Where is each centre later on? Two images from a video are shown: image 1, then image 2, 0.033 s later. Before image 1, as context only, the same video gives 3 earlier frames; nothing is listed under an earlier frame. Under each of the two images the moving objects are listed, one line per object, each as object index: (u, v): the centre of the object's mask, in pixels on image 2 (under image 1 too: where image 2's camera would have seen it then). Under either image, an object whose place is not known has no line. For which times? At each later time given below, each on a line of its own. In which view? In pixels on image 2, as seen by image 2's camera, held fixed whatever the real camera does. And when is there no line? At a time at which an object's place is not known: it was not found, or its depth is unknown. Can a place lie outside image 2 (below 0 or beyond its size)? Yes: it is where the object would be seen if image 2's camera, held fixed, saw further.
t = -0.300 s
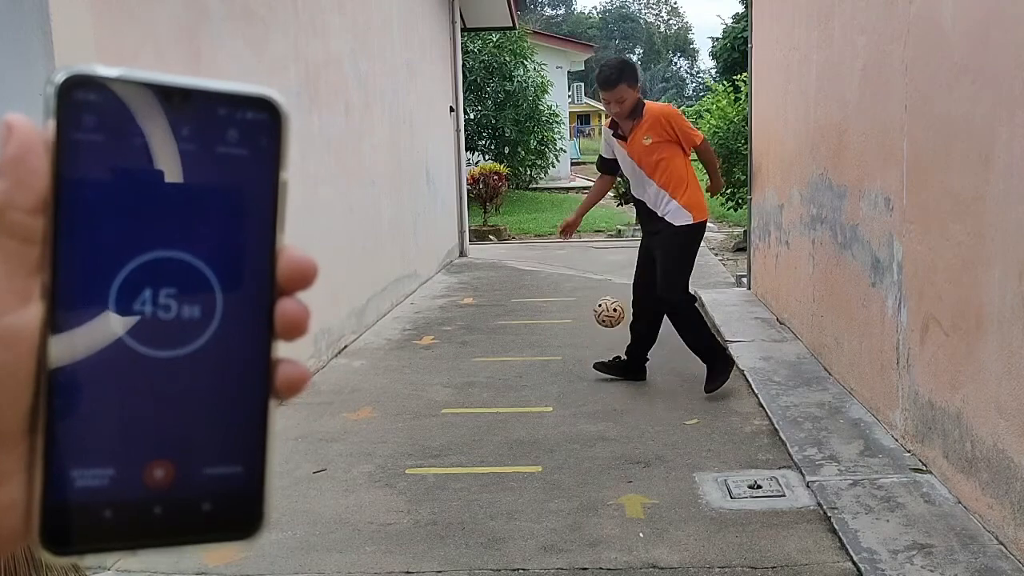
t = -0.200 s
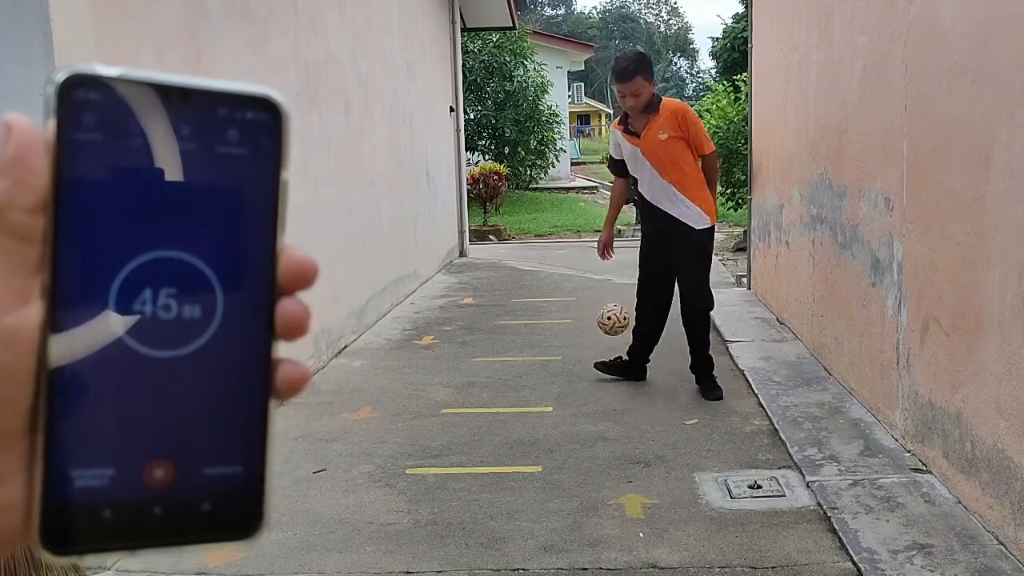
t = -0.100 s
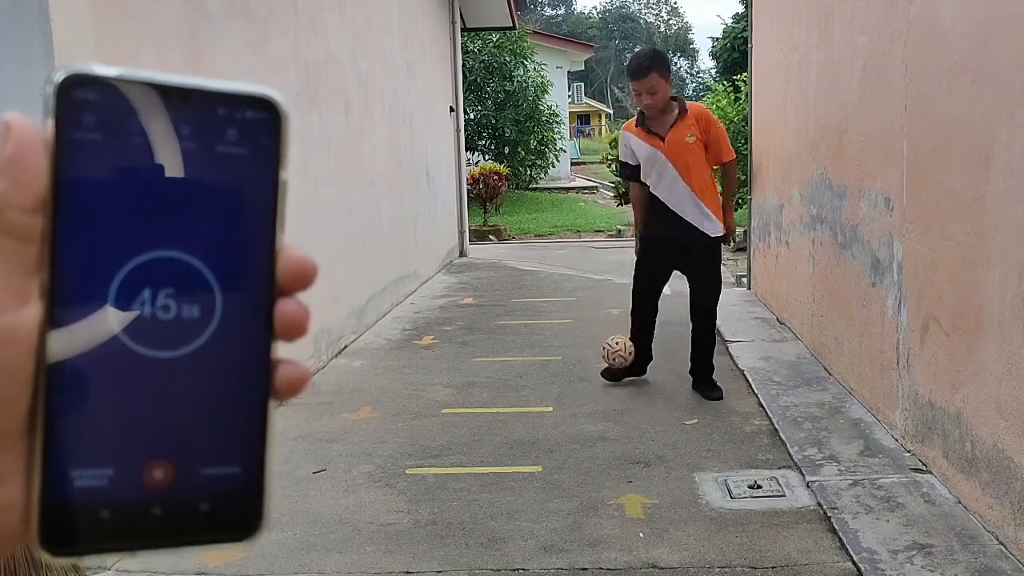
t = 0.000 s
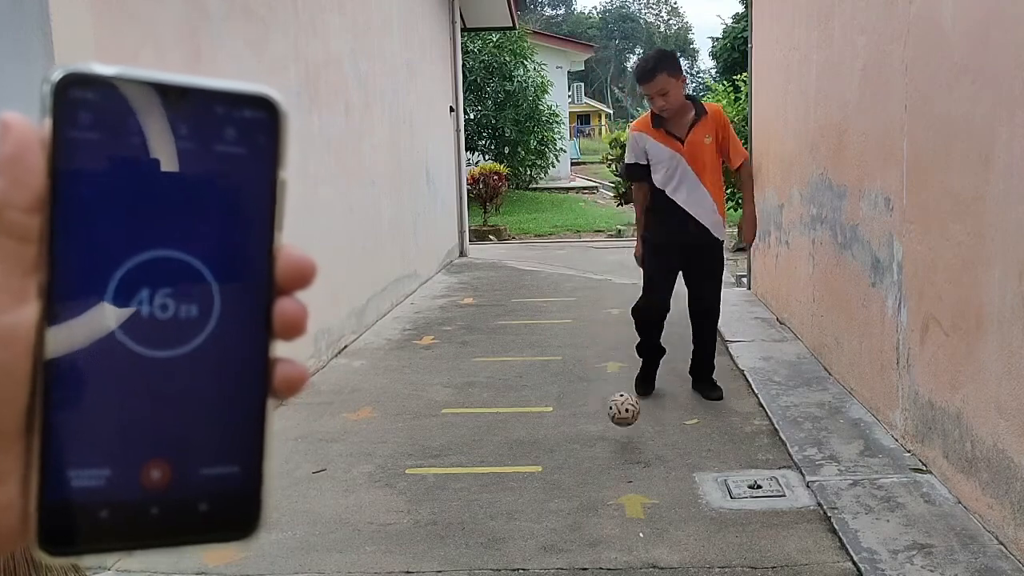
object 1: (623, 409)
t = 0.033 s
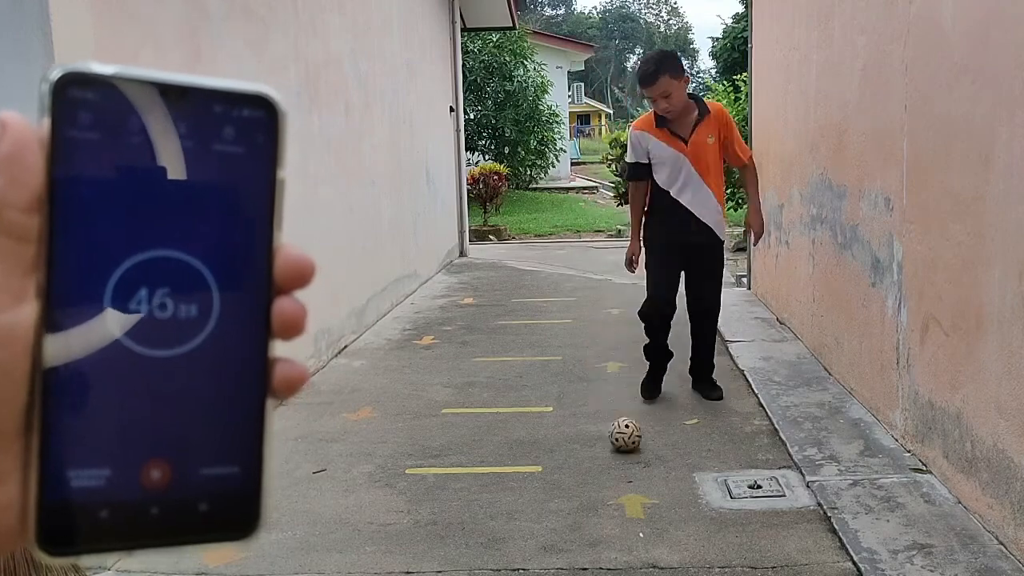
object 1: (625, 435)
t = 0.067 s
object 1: (624, 427)
